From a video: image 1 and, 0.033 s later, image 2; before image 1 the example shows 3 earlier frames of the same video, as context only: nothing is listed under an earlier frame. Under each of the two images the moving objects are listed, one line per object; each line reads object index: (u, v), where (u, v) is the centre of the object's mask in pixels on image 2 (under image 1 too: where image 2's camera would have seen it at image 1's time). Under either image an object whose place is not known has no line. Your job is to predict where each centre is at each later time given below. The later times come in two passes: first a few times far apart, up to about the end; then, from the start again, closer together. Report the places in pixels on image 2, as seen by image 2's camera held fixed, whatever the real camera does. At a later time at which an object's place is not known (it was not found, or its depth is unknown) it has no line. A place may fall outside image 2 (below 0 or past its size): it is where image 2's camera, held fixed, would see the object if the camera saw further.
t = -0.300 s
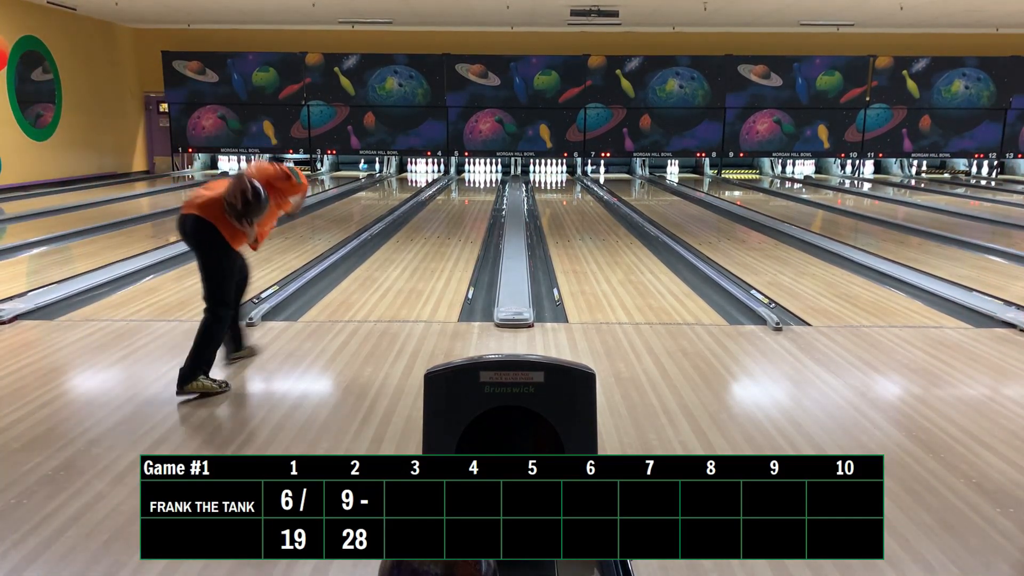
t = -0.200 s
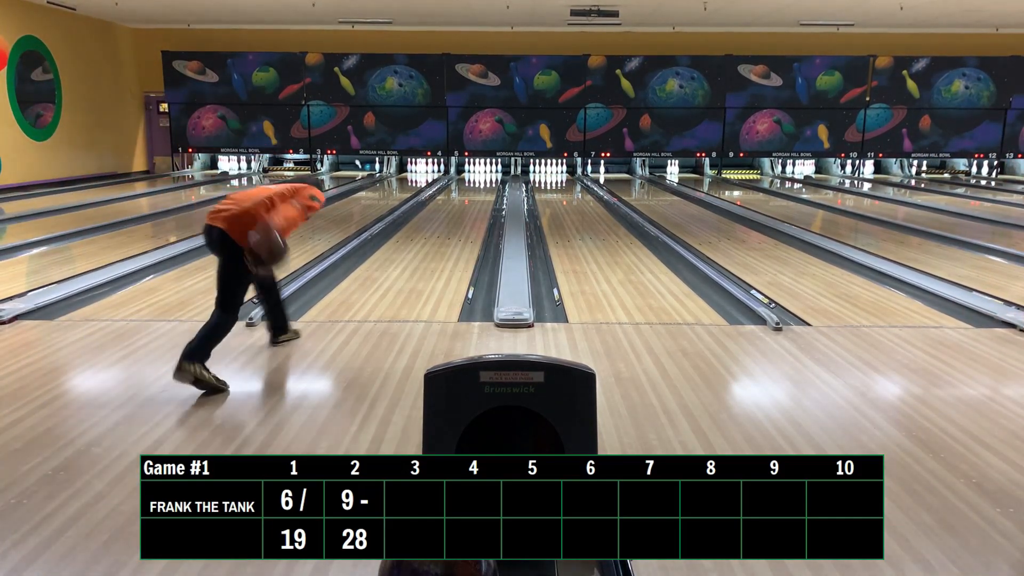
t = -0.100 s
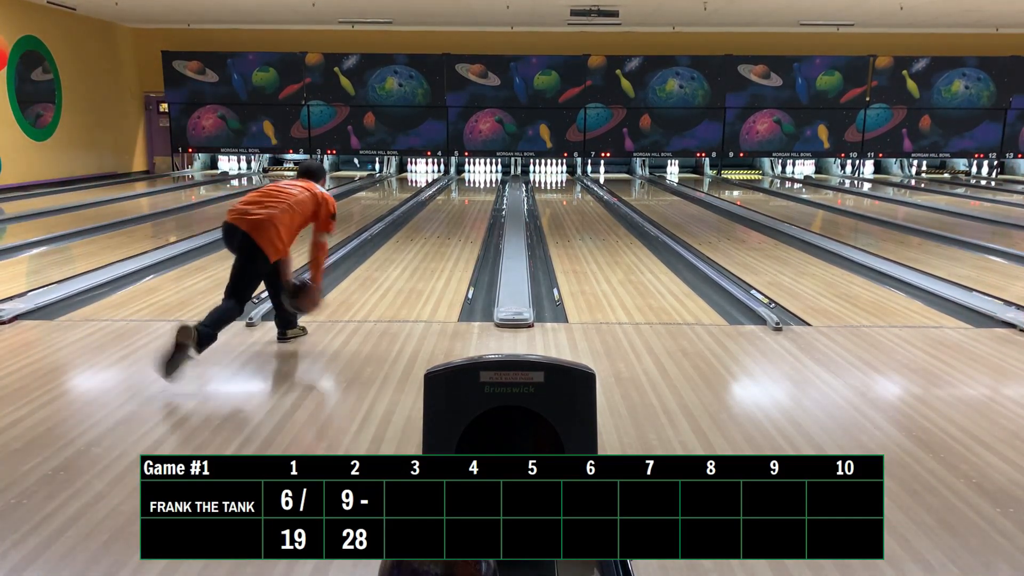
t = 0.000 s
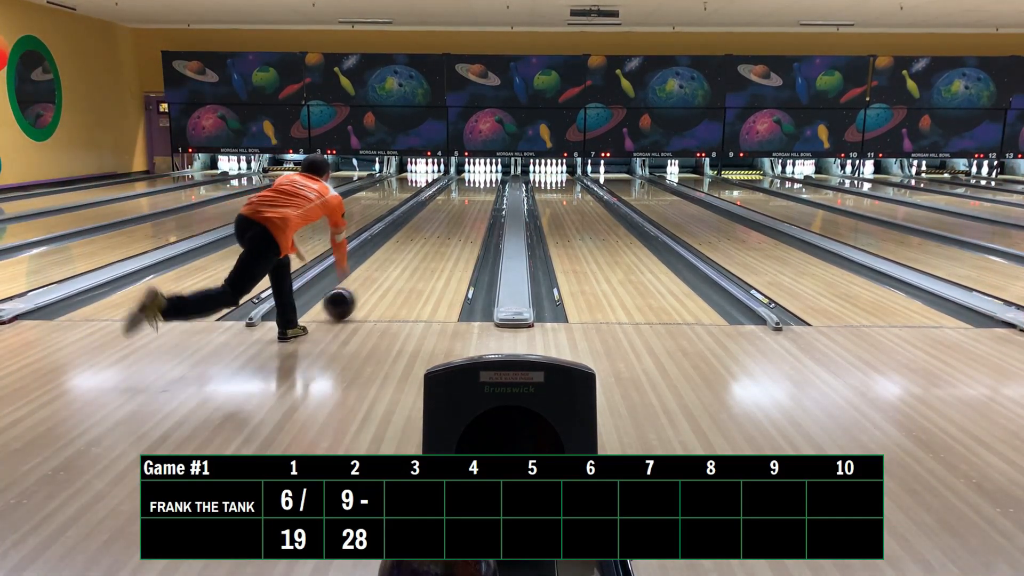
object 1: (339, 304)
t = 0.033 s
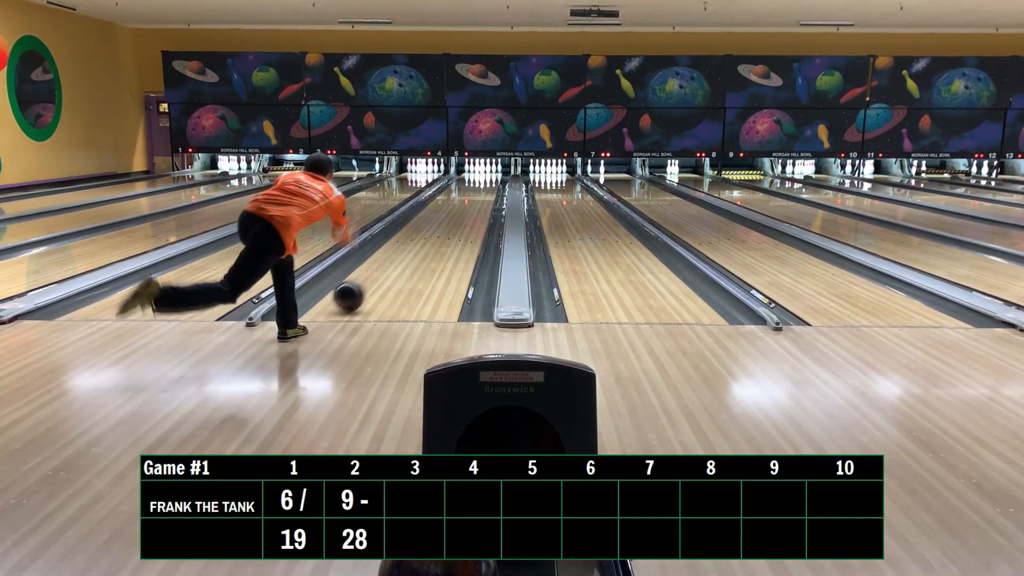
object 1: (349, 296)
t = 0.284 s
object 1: (399, 258)
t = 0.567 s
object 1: (433, 232)
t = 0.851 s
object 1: (455, 214)
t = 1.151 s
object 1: (471, 200)
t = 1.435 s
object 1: (481, 191)
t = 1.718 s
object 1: (489, 184)
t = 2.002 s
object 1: (491, 178)
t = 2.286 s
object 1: (488, 174)
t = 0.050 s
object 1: (353, 293)
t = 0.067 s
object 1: (357, 290)
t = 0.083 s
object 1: (361, 288)
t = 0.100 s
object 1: (365, 284)
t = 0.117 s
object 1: (369, 282)
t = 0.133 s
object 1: (372, 279)
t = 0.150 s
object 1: (376, 277)
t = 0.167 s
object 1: (379, 274)
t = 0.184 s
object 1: (382, 272)
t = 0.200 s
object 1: (385, 269)
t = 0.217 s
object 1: (388, 267)
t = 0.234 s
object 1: (391, 265)
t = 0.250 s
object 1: (394, 263)
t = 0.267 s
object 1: (397, 260)
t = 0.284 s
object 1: (399, 258)
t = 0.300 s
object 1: (402, 256)
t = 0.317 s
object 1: (404, 255)
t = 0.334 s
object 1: (407, 253)
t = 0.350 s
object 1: (409, 251)
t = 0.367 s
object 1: (411, 249)
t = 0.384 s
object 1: (413, 248)
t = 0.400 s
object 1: (415, 246)
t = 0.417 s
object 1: (417, 245)
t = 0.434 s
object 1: (419, 243)
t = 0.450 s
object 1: (421, 241)
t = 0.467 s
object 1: (423, 240)
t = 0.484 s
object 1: (425, 238)
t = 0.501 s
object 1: (427, 237)
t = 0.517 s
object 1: (428, 236)
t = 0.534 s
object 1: (430, 234)
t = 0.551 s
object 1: (432, 233)
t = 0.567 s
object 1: (433, 232)
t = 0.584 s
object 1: (435, 230)
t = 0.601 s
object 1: (436, 229)
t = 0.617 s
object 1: (438, 228)
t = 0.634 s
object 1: (439, 227)
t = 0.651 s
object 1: (441, 226)
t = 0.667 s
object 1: (442, 225)
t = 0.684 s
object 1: (443, 223)
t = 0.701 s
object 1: (445, 222)
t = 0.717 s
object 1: (446, 222)
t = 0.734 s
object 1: (447, 220)
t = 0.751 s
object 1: (448, 219)
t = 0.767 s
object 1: (450, 218)
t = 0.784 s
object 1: (451, 217)
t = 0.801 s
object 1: (452, 216)
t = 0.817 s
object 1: (453, 215)
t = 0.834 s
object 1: (454, 214)
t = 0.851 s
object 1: (455, 214)
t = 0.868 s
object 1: (456, 213)
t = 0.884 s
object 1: (457, 212)
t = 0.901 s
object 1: (458, 211)
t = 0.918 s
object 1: (459, 210)
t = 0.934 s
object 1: (460, 209)
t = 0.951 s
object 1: (461, 208)
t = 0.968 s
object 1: (462, 208)
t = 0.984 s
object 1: (463, 207)
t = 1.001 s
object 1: (464, 206)
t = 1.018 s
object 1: (465, 205)
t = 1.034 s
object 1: (465, 205)
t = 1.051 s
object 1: (466, 204)
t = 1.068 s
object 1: (467, 204)
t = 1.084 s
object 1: (468, 203)
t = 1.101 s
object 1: (469, 202)
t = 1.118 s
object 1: (469, 201)
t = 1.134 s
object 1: (470, 201)
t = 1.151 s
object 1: (471, 200)
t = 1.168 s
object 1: (472, 200)
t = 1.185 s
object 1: (472, 199)
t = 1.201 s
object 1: (473, 198)
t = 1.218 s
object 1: (474, 198)
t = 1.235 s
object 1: (474, 197)
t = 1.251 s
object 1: (475, 197)
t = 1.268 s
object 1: (476, 196)
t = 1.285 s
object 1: (476, 195)
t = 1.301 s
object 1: (477, 195)
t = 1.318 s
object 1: (477, 195)
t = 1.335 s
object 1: (479, 194)
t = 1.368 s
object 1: (479, 193)
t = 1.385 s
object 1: (480, 193)
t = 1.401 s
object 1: (480, 192)
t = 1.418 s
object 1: (481, 192)
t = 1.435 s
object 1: (481, 191)
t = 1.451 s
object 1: (482, 191)
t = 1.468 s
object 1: (482, 191)
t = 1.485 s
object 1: (483, 190)
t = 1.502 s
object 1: (483, 190)
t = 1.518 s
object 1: (484, 189)
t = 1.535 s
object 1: (484, 188)
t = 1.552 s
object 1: (484, 188)
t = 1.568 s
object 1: (485, 188)
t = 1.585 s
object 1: (485, 187)
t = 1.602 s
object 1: (486, 187)
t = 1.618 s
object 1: (486, 186)
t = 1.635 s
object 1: (487, 186)
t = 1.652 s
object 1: (487, 186)
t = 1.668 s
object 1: (487, 186)
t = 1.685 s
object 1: (488, 185)
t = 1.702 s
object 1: (488, 184)
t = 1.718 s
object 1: (489, 184)
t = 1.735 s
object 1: (489, 184)
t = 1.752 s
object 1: (489, 183)
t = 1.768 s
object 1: (489, 183)
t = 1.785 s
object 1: (489, 182)
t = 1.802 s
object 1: (490, 182)
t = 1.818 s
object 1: (490, 182)
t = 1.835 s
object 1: (490, 181)
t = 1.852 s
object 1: (490, 181)
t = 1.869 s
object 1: (491, 181)
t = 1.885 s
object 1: (491, 181)
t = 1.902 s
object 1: (491, 180)
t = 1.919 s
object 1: (491, 180)
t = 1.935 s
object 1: (491, 179)
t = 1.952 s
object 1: (491, 179)
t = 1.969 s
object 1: (491, 179)
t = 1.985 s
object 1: (491, 178)
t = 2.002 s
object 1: (491, 178)
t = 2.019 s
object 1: (491, 178)
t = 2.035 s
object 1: (491, 178)
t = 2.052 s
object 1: (491, 177)
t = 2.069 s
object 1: (491, 177)
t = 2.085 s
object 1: (491, 177)
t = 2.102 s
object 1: (491, 177)
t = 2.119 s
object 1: (491, 176)
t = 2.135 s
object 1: (491, 176)
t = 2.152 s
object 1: (490, 176)
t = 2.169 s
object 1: (490, 176)
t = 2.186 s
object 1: (490, 175)
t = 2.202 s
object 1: (489, 175)
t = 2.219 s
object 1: (489, 175)
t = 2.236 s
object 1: (489, 174)
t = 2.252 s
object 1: (488, 174)
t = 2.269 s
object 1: (488, 174)
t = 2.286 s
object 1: (488, 174)
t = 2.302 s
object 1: (487, 174)
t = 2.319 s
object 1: (487, 174)
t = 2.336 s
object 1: (487, 173)
